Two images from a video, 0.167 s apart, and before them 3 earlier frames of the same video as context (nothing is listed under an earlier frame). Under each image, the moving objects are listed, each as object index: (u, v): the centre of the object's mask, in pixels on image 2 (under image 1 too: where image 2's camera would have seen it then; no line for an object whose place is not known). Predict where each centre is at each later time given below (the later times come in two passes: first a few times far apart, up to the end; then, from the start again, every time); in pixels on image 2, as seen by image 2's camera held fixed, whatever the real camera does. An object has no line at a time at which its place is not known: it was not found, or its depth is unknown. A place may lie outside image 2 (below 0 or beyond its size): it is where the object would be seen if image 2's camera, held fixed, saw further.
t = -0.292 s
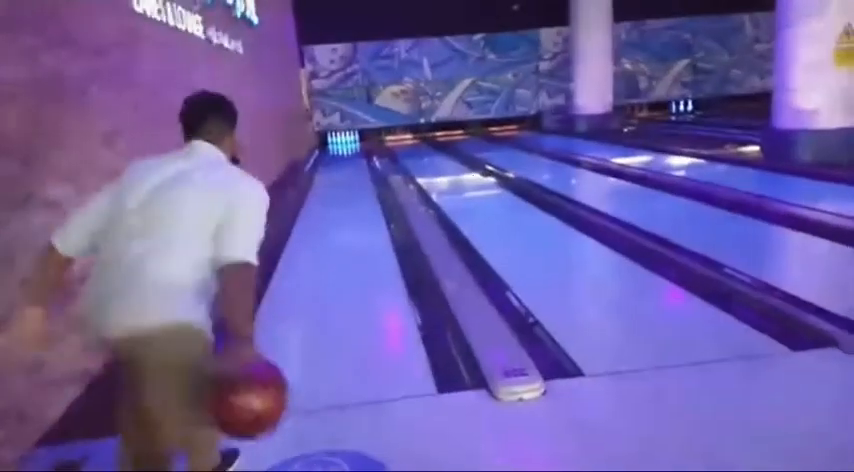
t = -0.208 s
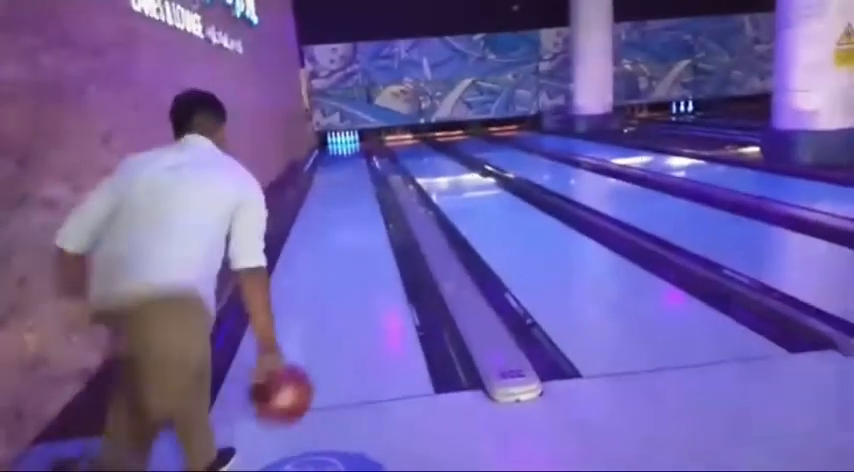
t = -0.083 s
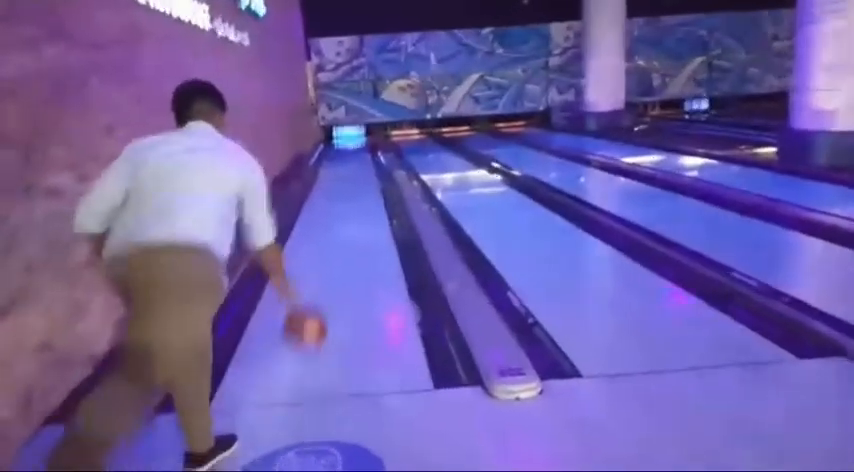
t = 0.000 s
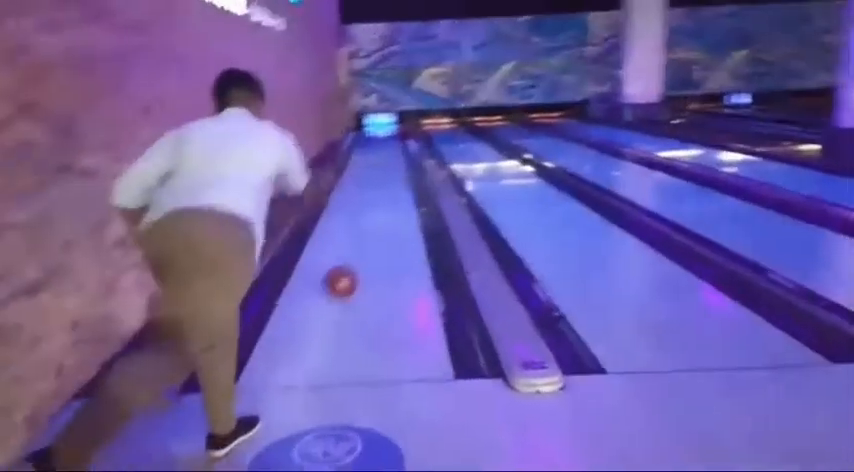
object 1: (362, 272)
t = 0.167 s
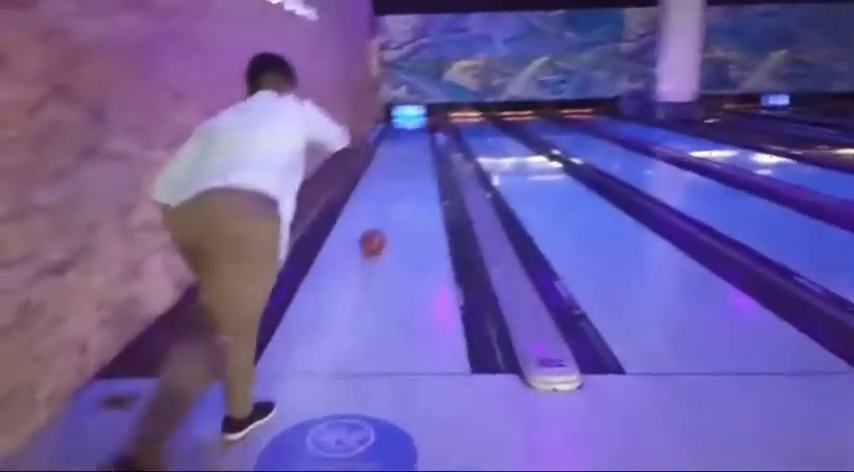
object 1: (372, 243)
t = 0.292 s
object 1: (376, 220)
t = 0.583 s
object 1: (384, 183)
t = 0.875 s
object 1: (392, 161)
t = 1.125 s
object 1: (397, 149)
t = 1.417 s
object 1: (399, 140)
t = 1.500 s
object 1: (400, 139)
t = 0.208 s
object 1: (374, 234)
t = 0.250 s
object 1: (375, 226)
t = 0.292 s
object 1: (376, 220)
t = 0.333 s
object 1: (378, 213)
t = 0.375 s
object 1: (379, 207)
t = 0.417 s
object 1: (380, 202)
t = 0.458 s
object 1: (377, 204)
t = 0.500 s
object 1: (387, 189)
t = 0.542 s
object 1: (384, 187)
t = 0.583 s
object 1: (384, 183)
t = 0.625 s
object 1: (385, 179)
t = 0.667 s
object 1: (386, 175)
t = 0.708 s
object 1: (386, 172)
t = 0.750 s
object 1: (387, 170)
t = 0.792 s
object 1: (389, 166)
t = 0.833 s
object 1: (391, 163)
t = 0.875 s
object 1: (392, 161)
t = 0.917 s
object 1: (393, 159)
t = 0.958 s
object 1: (394, 157)
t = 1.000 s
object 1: (394, 155)
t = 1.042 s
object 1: (395, 152)
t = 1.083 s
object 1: (396, 150)
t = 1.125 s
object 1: (397, 149)
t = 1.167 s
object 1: (397, 147)
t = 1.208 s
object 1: (398, 147)
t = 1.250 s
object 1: (398, 143)
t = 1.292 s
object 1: (399, 142)
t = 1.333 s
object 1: (399, 141)
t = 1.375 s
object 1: (399, 140)
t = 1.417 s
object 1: (399, 140)
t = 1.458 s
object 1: (400, 140)
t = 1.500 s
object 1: (400, 139)
